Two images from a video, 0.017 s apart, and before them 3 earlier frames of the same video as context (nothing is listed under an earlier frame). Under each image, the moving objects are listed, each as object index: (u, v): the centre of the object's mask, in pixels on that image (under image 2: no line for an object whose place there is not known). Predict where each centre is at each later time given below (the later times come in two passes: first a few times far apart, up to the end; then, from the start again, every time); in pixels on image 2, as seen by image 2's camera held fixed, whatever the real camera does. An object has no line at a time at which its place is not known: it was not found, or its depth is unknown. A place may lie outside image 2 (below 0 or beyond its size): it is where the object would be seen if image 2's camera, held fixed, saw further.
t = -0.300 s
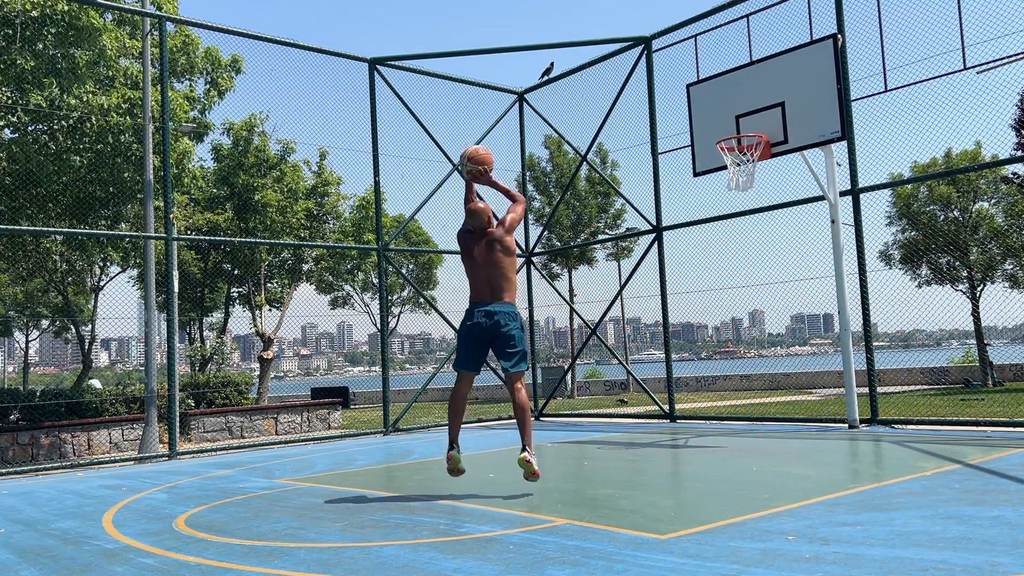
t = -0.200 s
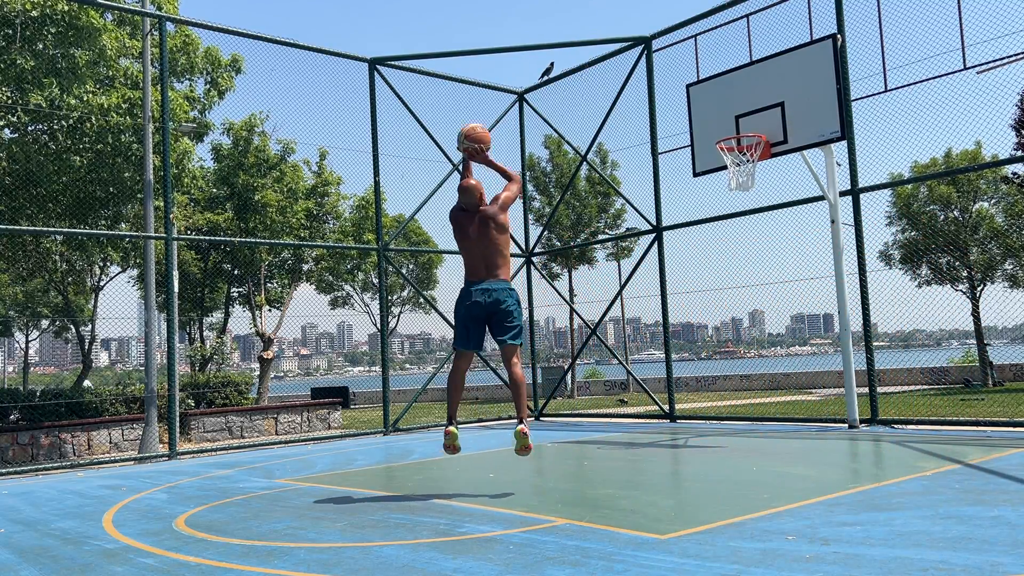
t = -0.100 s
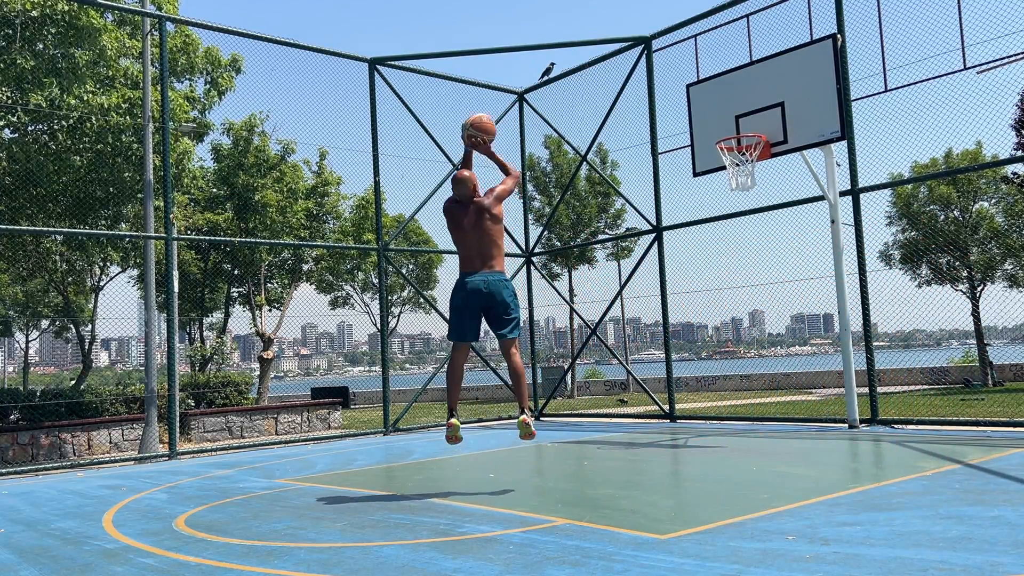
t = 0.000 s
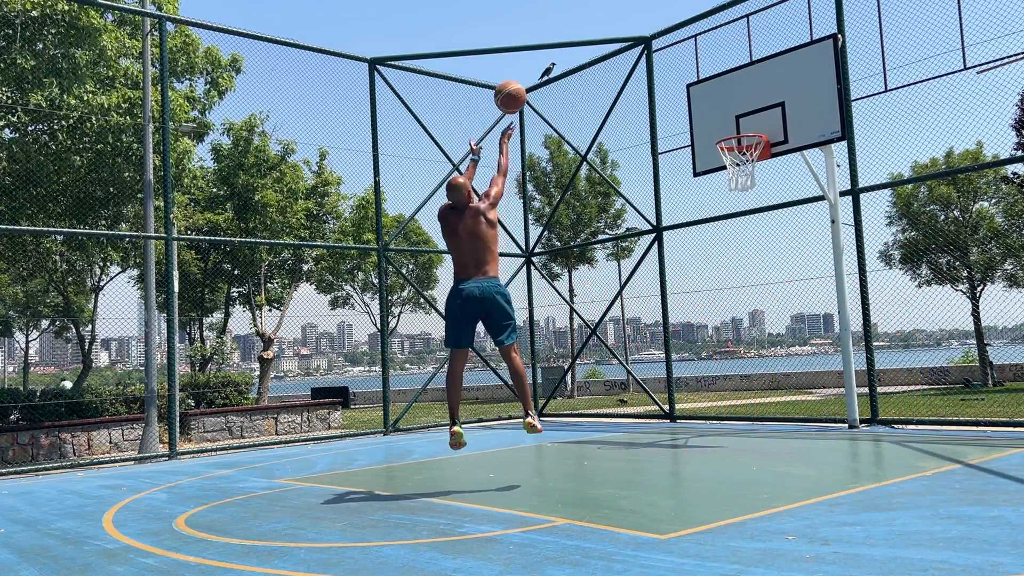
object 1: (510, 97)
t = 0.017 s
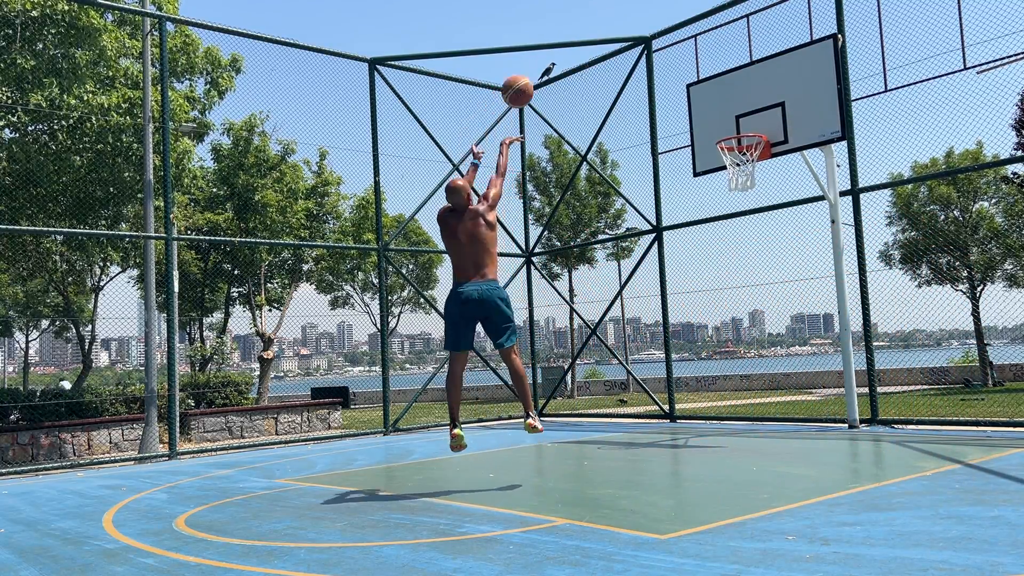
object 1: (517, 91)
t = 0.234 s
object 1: (601, 54)
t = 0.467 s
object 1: (678, 76)
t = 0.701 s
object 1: (743, 142)
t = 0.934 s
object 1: (752, 218)
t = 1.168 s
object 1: (758, 337)
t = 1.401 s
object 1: (749, 377)
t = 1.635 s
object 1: (713, 272)
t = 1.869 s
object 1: (680, 219)
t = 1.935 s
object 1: (671, 215)
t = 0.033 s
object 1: (524, 86)
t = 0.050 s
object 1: (531, 81)
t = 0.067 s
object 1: (538, 77)
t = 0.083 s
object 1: (545, 73)
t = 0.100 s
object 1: (551, 69)
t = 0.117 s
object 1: (557, 66)
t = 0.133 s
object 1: (564, 63)
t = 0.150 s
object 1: (571, 61)
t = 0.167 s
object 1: (577, 59)
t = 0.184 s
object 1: (583, 57)
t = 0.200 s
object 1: (590, 55)
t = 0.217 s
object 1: (596, 55)
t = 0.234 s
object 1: (601, 54)
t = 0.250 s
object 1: (607, 54)
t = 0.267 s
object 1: (613, 54)
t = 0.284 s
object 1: (619, 54)
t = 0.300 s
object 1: (625, 55)
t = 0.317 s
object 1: (630, 56)
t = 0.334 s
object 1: (636, 56)
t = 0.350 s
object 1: (641, 58)
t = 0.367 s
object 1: (647, 60)
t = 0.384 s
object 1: (652, 62)
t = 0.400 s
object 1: (657, 64)
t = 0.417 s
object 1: (662, 67)
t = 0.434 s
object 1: (668, 69)
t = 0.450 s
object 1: (673, 72)
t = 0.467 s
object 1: (678, 76)
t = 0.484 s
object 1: (682, 79)
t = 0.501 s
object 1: (687, 83)
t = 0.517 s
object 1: (692, 87)
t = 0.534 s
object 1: (697, 91)
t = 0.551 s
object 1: (702, 95)
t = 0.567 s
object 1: (707, 100)
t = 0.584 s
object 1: (711, 105)
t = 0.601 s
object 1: (716, 110)
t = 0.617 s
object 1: (720, 115)
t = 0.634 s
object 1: (725, 120)
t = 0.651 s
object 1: (729, 126)
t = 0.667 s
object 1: (733, 129)
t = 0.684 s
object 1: (736, 133)
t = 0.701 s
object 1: (743, 142)
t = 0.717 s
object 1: (745, 145)
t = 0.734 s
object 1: (746, 156)
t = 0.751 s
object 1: (745, 160)
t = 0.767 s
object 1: (747, 173)
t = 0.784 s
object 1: (750, 172)
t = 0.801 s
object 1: (750, 174)
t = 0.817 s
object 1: (750, 178)
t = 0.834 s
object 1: (750, 183)
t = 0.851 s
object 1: (750, 188)
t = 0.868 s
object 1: (751, 193)
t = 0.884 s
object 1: (751, 199)
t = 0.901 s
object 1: (751, 204)
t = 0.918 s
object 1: (751, 211)
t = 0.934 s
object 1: (752, 218)
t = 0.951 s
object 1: (752, 224)
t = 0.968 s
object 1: (752, 231)
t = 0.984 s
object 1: (753, 238)
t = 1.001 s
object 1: (753, 246)
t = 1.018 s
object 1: (753, 254)
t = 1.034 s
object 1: (754, 262)
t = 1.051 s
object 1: (754, 270)
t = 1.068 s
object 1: (755, 279)
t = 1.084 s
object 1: (755, 288)
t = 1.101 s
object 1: (756, 297)
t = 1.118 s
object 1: (756, 306)
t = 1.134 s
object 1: (756, 317)
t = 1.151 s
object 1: (757, 327)
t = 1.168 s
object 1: (758, 337)
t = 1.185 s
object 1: (759, 348)
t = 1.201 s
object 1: (760, 359)
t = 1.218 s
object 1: (761, 370)
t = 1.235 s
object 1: (761, 382)
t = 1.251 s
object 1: (762, 394)
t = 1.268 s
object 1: (763, 407)
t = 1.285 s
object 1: (764, 419)
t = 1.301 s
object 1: (764, 432)
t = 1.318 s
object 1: (763, 427)
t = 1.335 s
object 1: (760, 417)
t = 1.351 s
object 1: (757, 407)
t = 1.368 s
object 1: (755, 396)
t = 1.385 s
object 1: (752, 387)
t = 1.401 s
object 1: (749, 377)
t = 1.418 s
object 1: (746, 367)
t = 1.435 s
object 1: (744, 358)
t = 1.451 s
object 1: (741, 350)
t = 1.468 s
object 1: (739, 342)
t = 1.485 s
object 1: (736, 333)
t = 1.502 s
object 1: (734, 325)
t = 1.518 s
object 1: (731, 318)
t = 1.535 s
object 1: (728, 310)
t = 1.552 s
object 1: (726, 303)
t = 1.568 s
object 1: (723, 297)
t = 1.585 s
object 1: (721, 290)
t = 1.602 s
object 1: (718, 284)
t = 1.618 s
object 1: (716, 277)
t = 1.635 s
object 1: (713, 272)
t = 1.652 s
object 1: (711, 266)
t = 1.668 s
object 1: (708, 261)
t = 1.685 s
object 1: (706, 256)
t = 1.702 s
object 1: (703, 251)
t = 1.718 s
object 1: (701, 247)
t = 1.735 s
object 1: (699, 243)
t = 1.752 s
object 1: (696, 239)
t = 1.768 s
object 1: (694, 235)
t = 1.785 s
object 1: (692, 232)
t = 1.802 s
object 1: (690, 229)
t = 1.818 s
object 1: (687, 226)
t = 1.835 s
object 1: (685, 224)
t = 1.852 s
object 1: (682, 221)
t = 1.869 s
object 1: (680, 219)
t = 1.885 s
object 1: (678, 218)
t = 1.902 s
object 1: (677, 216)
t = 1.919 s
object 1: (673, 215)
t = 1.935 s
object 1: (671, 215)
